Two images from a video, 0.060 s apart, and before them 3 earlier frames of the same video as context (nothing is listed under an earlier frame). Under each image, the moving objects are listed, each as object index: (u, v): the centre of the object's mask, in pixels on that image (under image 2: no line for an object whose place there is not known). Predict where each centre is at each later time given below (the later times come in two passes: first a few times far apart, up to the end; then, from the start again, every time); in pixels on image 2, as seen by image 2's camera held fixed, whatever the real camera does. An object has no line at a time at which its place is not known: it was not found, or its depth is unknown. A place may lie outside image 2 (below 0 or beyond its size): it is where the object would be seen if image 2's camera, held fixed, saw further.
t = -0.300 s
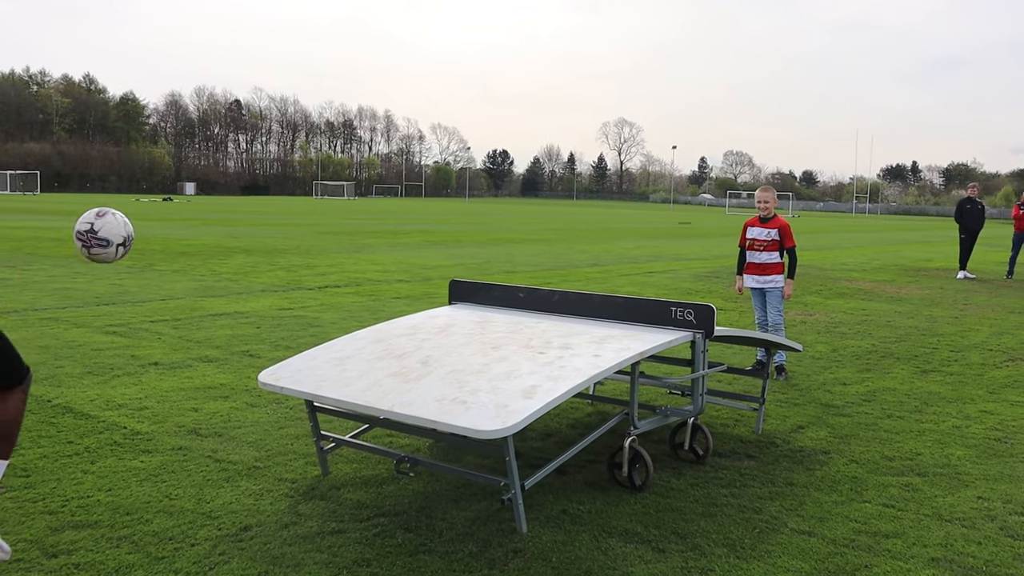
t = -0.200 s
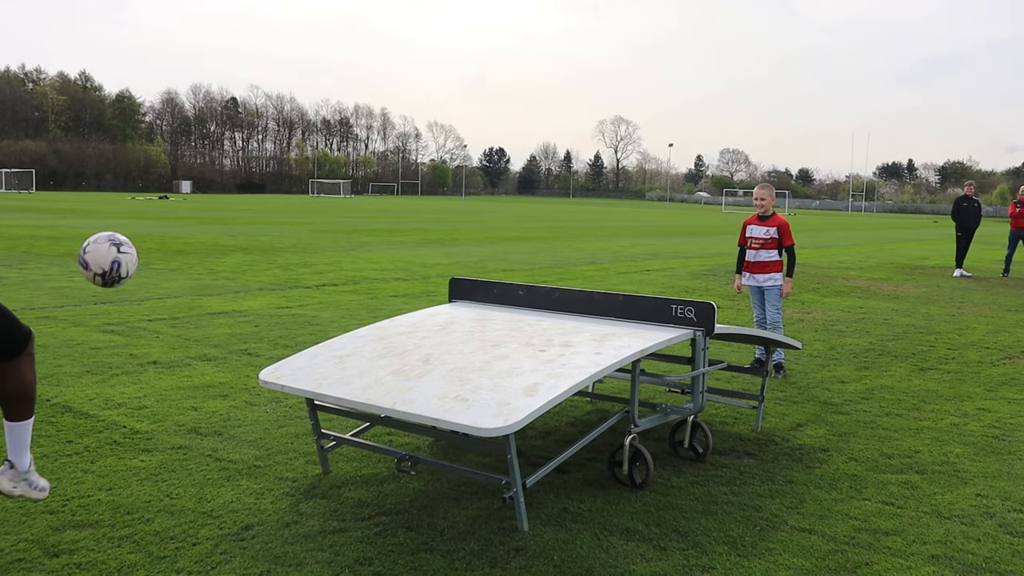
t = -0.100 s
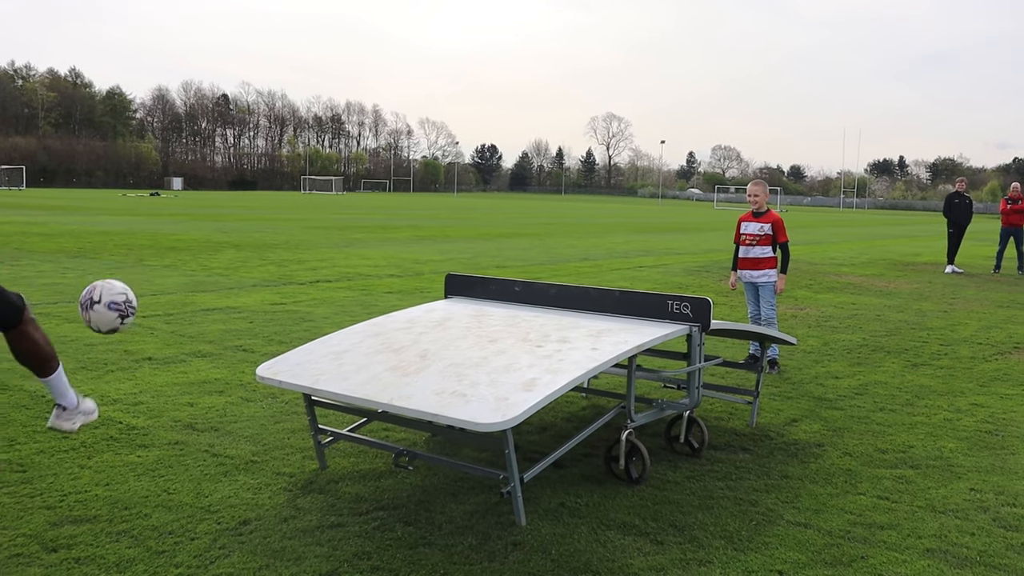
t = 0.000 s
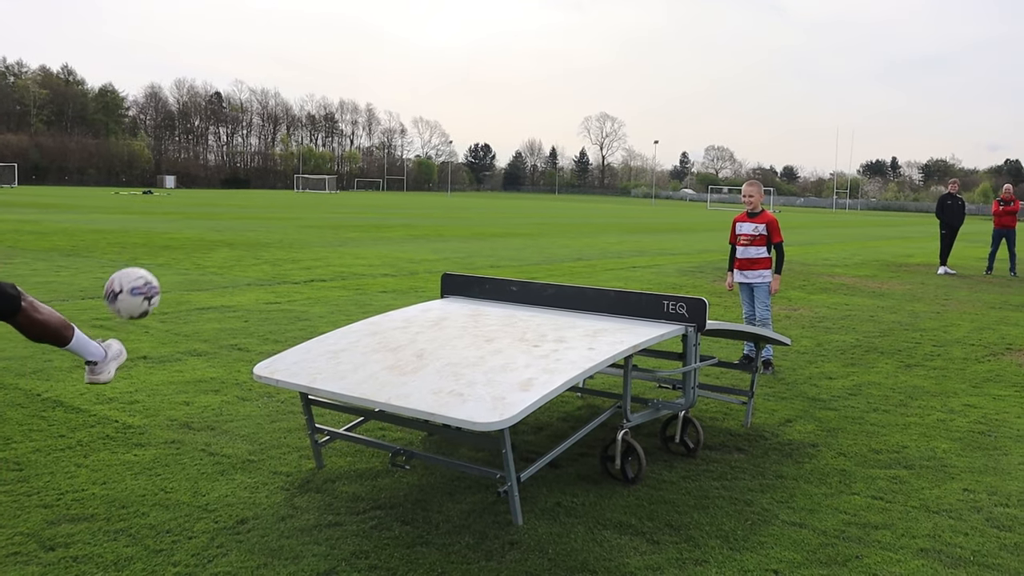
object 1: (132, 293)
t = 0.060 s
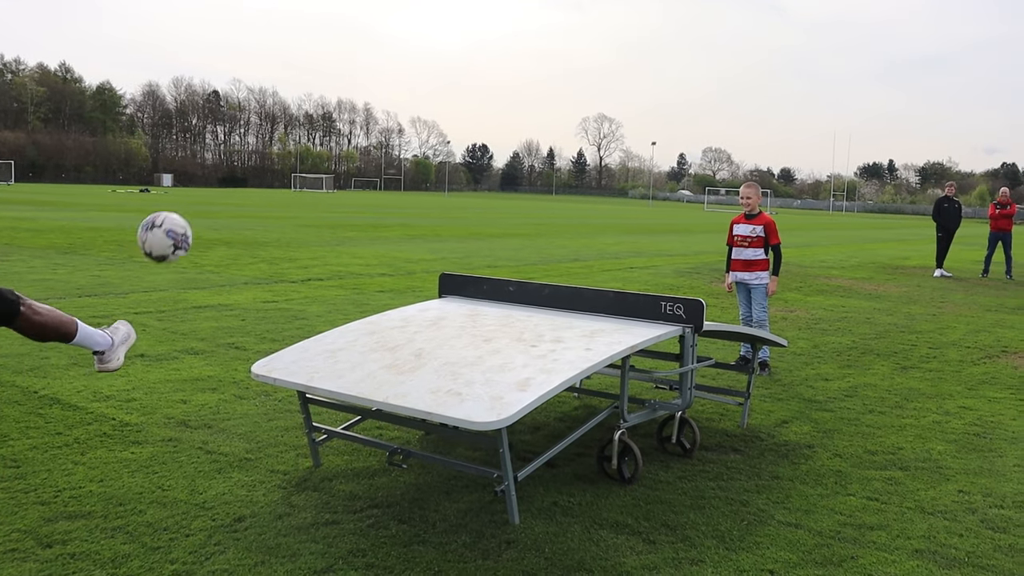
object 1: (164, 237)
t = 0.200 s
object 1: (240, 150)
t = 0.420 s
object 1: (342, 111)
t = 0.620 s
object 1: (411, 157)
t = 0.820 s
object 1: (461, 261)
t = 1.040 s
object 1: (410, 246)
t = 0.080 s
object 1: (176, 221)
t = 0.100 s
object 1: (187, 206)
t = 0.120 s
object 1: (197, 193)
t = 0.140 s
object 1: (207, 180)
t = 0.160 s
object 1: (218, 168)
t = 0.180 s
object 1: (230, 159)
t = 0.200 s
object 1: (240, 150)
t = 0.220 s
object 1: (251, 141)
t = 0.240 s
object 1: (261, 134)
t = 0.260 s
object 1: (271, 128)
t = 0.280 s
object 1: (280, 123)
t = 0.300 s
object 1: (289, 119)
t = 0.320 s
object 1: (299, 115)
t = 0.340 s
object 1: (308, 112)
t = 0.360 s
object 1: (317, 111)
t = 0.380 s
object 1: (325, 110)
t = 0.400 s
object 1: (334, 110)
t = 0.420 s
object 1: (342, 111)
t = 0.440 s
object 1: (351, 112)
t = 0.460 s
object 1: (357, 114)
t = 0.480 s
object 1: (365, 117)
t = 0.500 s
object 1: (373, 121)
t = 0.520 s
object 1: (380, 126)
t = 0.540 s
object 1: (386, 130)
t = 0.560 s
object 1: (393, 136)
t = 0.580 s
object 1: (398, 143)
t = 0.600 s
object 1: (405, 150)
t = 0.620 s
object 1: (411, 157)
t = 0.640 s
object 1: (417, 166)
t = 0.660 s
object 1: (423, 174)
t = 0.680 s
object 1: (427, 182)
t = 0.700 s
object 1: (432, 191)
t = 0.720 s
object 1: (437, 202)
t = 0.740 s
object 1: (443, 212)
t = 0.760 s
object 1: (448, 224)
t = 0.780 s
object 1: (452, 236)
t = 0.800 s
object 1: (457, 248)
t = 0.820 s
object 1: (461, 261)
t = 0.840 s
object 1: (460, 260)
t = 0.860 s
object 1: (455, 256)
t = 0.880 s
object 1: (451, 252)
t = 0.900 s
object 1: (446, 249)
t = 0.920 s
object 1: (441, 247)
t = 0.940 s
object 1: (436, 245)
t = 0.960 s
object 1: (431, 244)
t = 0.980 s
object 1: (426, 244)
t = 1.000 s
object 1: (420, 244)
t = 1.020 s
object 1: (415, 245)
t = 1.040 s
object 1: (410, 246)
